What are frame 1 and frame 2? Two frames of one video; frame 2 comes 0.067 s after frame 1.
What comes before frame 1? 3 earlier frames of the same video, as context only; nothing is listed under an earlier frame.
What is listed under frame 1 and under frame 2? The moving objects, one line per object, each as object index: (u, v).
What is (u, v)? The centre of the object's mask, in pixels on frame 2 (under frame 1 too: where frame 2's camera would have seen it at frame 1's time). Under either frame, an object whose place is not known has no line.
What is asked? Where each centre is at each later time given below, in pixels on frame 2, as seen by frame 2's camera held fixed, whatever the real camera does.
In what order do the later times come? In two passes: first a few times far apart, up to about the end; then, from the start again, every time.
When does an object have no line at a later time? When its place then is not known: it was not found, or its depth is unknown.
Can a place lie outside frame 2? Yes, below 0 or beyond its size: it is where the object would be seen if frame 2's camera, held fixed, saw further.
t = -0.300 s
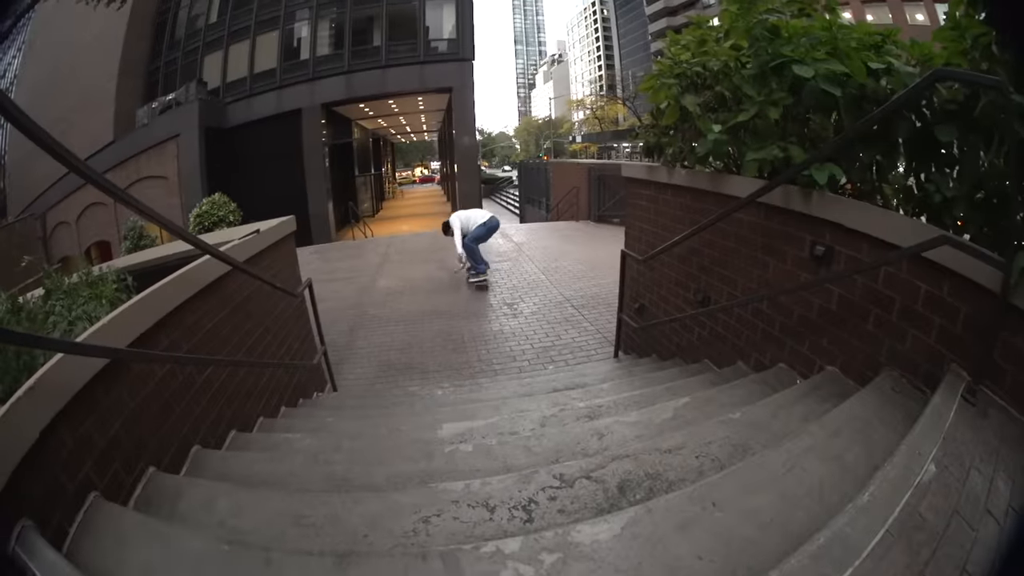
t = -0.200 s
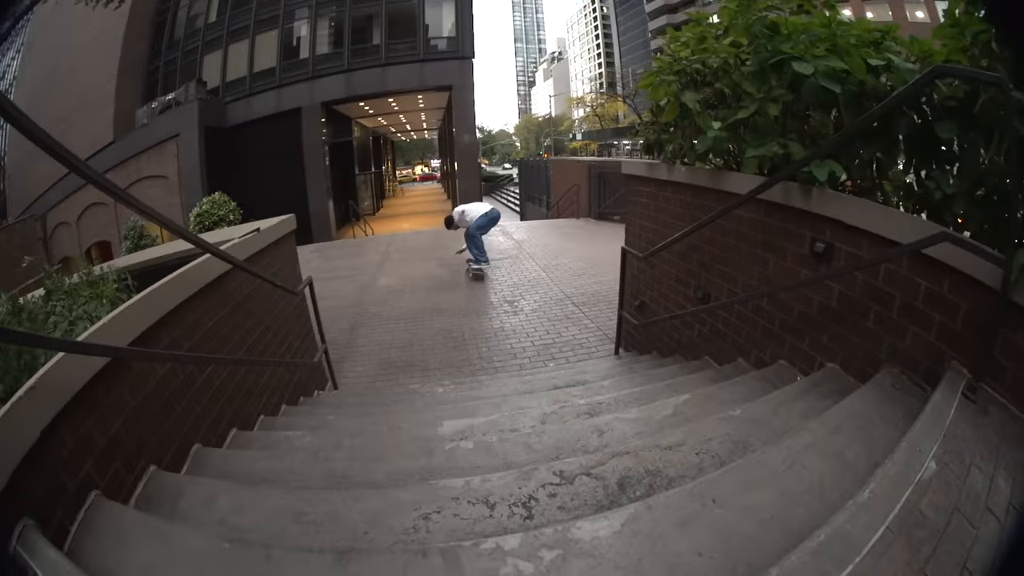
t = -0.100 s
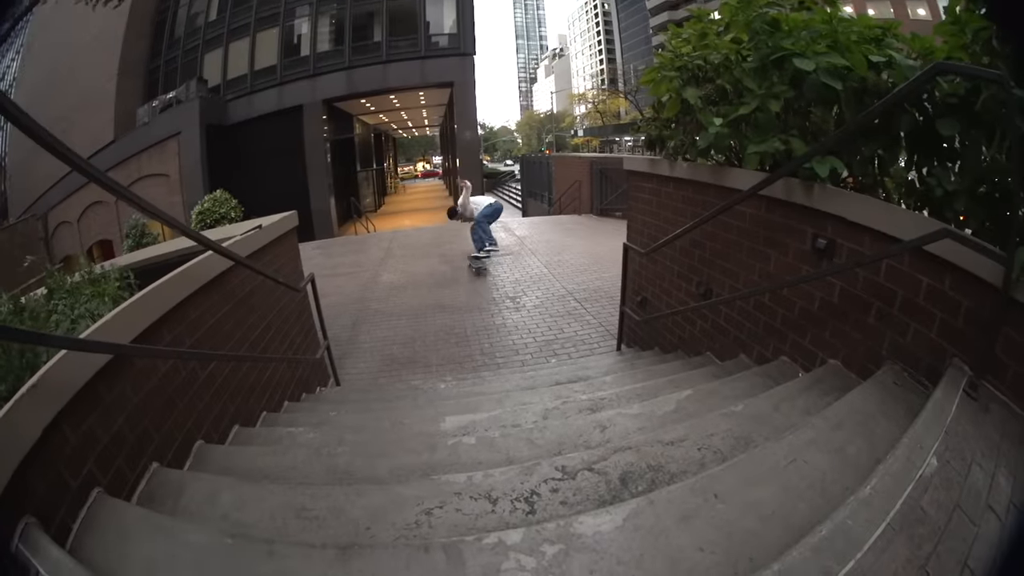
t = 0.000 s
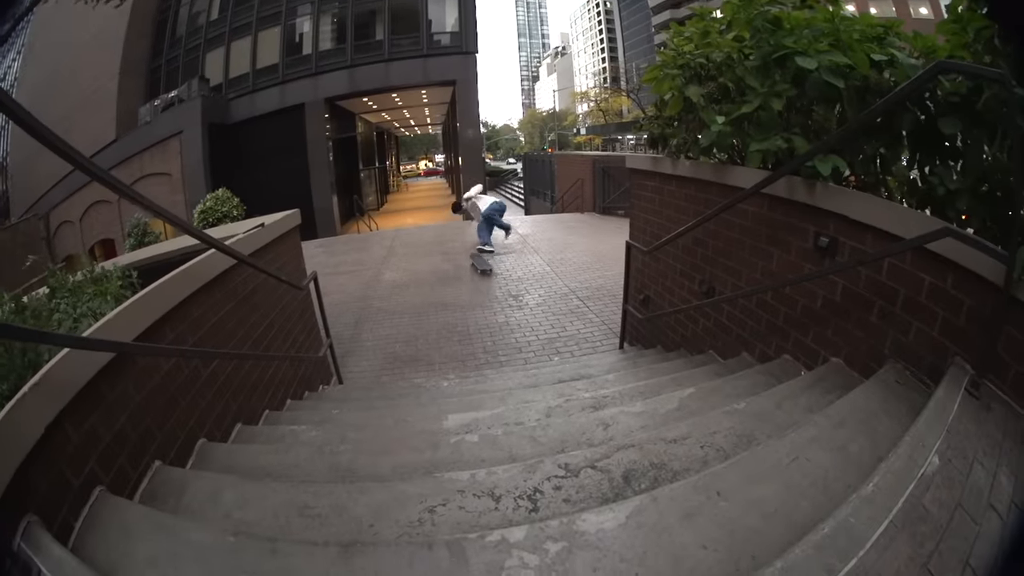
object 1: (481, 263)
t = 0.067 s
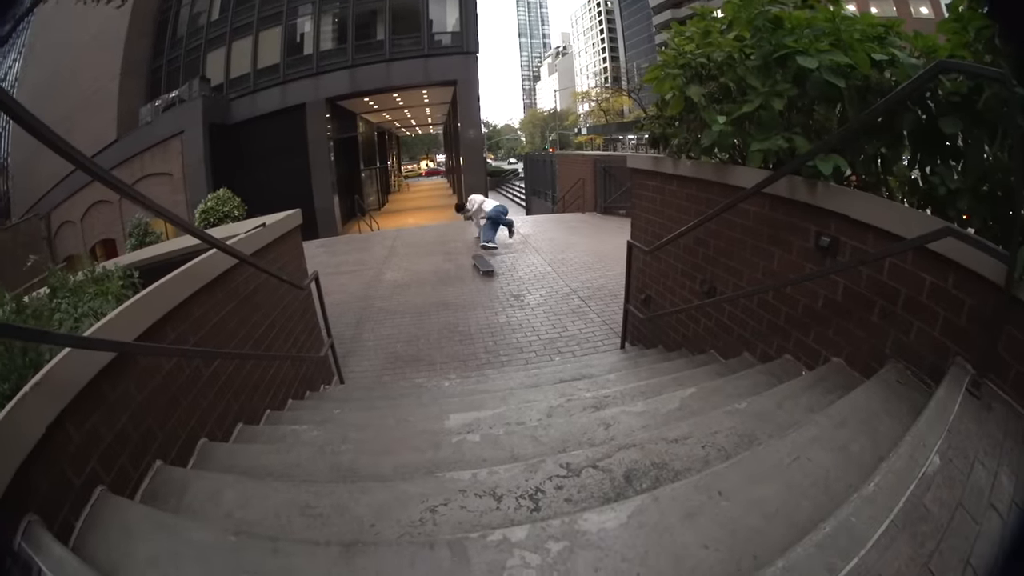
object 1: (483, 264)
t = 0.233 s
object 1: (485, 265)
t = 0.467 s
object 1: (487, 266)
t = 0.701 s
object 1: (491, 268)
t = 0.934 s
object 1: (493, 270)
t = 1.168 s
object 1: (497, 272)
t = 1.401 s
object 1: (501, 274)
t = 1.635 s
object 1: (505, 277)
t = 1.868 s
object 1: (509, 280)
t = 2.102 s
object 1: (514, 282)
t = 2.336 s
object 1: (516, 285)
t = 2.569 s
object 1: (519, 288)
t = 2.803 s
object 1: (521, 289)
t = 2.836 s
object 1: (521, 288)
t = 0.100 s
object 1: (483, 264)
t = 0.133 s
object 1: (484, 265)
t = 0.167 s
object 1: (484, 265)
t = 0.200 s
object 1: (485, 265)
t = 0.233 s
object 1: (485, 265)
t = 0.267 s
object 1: (485, 265)
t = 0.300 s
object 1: (486, 265)
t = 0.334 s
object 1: (486, 265)
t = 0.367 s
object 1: (486, 265)
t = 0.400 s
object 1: (487, 265)
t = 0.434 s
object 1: (487, 266)
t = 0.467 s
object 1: (487, 266)
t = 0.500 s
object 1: (487, 267)
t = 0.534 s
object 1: (488, 267)
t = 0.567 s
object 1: (488, 267)
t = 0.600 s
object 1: (489, 267)
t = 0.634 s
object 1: (489, 267)
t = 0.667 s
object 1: (490, 268)
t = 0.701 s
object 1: (491, 268)
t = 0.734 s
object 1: (491, 268)
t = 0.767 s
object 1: (491, 269)
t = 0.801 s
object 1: (491, 269)
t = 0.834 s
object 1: (491, 269)
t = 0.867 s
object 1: (492, 269)
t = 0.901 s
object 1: (492, 270)
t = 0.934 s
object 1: (493, 270)
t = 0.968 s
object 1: (494, 271)
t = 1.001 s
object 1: (494, 271)
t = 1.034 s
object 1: (495, 271)
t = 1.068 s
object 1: (495, 271)
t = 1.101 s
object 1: (496, 271)
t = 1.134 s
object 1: (496, 272)
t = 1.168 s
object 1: (497, 272)
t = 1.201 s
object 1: (497, 271)
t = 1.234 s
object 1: (497, 272)
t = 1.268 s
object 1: (498, 272)
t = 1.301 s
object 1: (498, 273)
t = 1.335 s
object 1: (499, 273)
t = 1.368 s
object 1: (500, 274)
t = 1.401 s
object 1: (501, 274)
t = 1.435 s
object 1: (501, 274)
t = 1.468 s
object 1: (502, 274)
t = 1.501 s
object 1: (502, 274)
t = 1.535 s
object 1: (503, 274)
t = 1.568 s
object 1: (504, 275)
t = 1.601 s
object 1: (504, 276)
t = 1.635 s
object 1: (505, 277)
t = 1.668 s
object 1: (506, 277)
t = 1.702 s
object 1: (506, 277)
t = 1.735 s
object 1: (507, 278)
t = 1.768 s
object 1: (507, 278)
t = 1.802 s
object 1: (508, 278)
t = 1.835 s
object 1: (509, 279)
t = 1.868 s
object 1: (509, 280)
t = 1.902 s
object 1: (510, 280)
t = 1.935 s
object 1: (510, 281)
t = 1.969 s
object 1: (511, 281)
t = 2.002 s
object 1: (512, 281)
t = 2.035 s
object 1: (513, 282)
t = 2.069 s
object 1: (513, 282)
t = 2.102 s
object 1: (514, 282)
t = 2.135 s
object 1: (514, 282)
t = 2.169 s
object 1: (515, 282)
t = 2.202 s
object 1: (515, 283)
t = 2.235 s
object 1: (516, 283)
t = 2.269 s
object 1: (516, 284)
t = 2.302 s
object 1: (515, 284)
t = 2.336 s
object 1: (516, 285)
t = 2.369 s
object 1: (516, 285)
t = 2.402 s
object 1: (517, 286)
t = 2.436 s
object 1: (517, 286)
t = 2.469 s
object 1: (518, 287)
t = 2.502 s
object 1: (518, 287)
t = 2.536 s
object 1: (518, 287)
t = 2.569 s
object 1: (519, 288)
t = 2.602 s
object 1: (519, 287)
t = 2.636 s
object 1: (520, 288)
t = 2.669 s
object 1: (520, 287)
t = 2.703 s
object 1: (520, 288)
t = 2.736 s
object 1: (520, 288)
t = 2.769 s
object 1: (520, 289)
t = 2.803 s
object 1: (521, 289)
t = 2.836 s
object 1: (521, 288)
